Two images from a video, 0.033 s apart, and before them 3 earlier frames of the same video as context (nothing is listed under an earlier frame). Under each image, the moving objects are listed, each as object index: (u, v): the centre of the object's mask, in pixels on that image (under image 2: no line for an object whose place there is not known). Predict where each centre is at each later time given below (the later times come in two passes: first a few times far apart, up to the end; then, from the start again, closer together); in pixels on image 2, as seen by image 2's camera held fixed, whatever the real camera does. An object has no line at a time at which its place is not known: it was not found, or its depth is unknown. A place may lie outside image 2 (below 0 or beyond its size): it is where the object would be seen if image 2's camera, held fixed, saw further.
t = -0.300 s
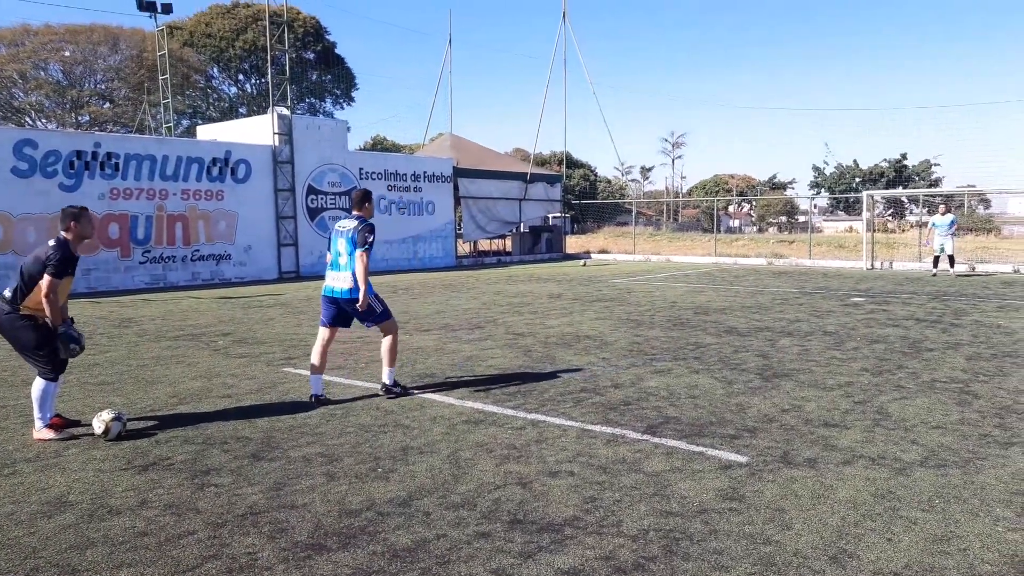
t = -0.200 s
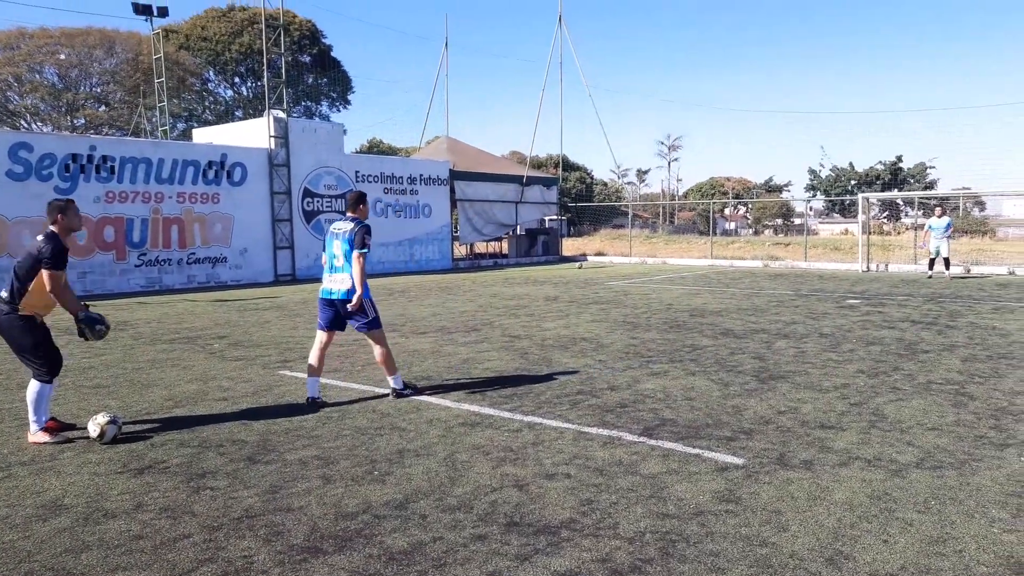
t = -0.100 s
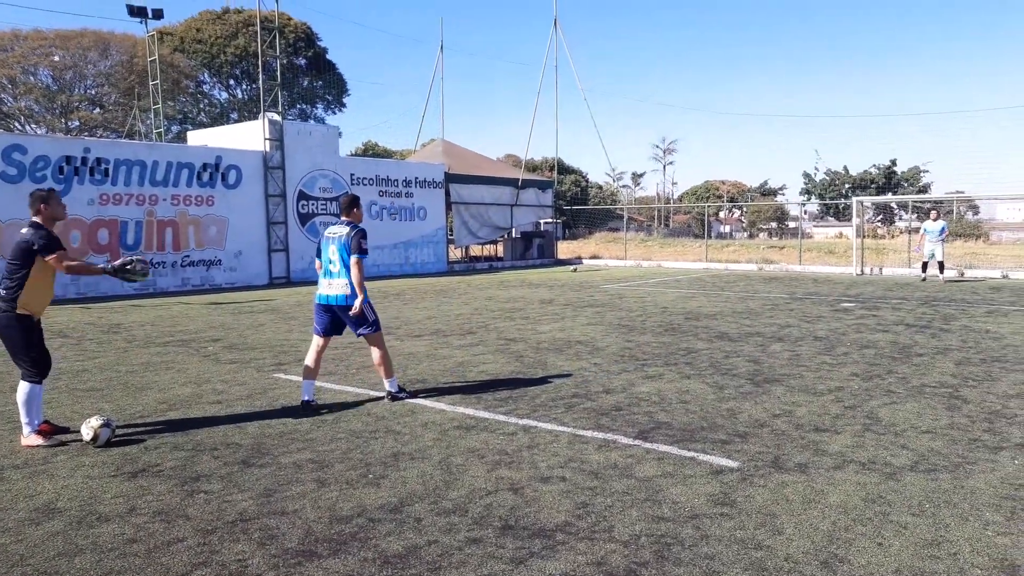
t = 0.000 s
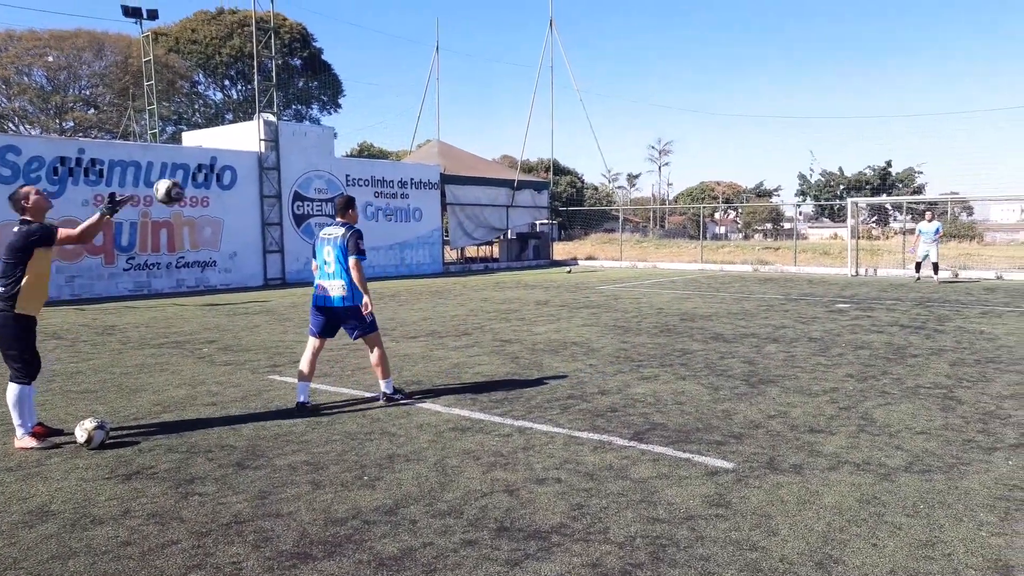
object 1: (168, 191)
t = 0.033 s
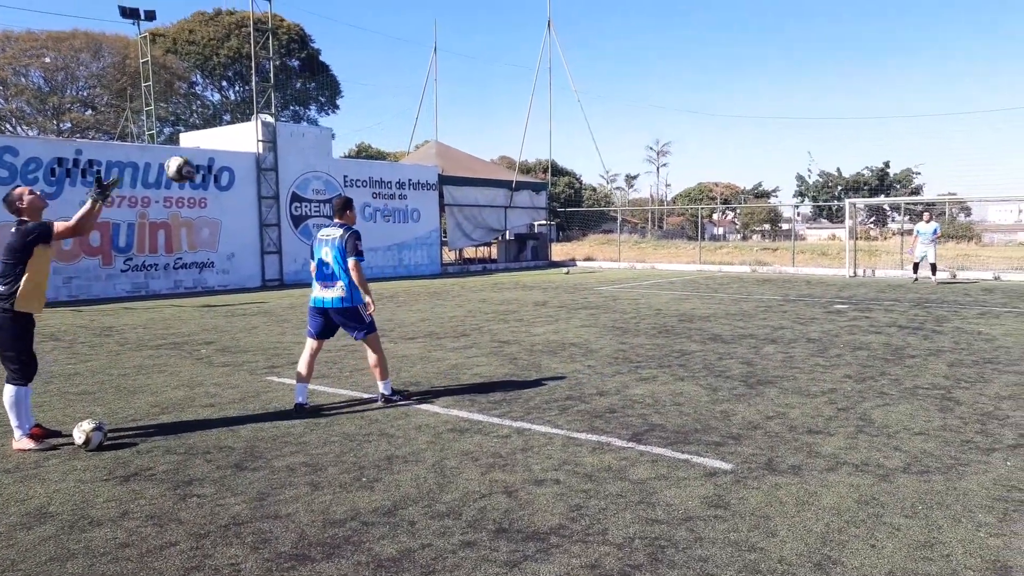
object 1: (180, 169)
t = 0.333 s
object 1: (297, 32)
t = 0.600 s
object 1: (395, 10)
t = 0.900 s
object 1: (496, 85)
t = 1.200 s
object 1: (581, 241)
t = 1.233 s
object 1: (591, 263)
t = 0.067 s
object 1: (193, 147)
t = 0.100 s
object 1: (206, 127)
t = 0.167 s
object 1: (233, 91)
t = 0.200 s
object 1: (246, 76)
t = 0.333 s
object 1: (297, 32)
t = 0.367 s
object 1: (310, 24)
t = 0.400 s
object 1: (322, 18)
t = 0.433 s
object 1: (335, 13)
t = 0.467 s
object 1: (347, 10)
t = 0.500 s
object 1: (359, 8)
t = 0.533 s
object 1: (371, 7)
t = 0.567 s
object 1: (383, 8)
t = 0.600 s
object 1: (395, 10)
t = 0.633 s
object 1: (406, 14)
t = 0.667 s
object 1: (418, 19)
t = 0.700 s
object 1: (429, 24)
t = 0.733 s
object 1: (441, 32)
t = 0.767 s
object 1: (452, 40)
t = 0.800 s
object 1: (463, 50)
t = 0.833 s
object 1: (474, 60)
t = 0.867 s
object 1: (485, 72)
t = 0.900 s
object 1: (496, 85)
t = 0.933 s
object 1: (506, 99)
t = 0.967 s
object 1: (516, 114)
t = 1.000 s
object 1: (526, 130)
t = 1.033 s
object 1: (536, 146)
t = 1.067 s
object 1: (545, 163)
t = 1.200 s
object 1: (581, 241)
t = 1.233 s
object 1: (591, 263)
